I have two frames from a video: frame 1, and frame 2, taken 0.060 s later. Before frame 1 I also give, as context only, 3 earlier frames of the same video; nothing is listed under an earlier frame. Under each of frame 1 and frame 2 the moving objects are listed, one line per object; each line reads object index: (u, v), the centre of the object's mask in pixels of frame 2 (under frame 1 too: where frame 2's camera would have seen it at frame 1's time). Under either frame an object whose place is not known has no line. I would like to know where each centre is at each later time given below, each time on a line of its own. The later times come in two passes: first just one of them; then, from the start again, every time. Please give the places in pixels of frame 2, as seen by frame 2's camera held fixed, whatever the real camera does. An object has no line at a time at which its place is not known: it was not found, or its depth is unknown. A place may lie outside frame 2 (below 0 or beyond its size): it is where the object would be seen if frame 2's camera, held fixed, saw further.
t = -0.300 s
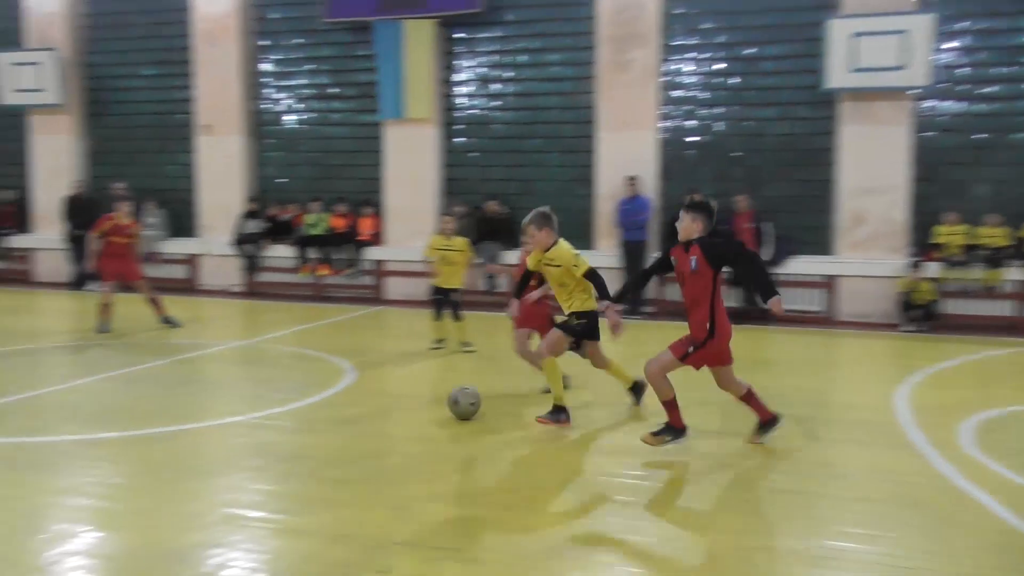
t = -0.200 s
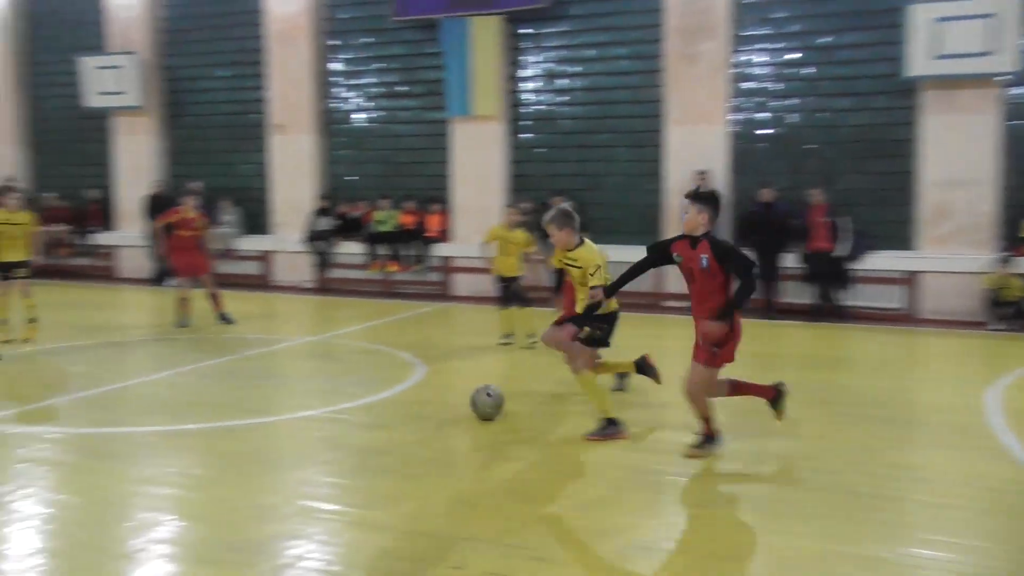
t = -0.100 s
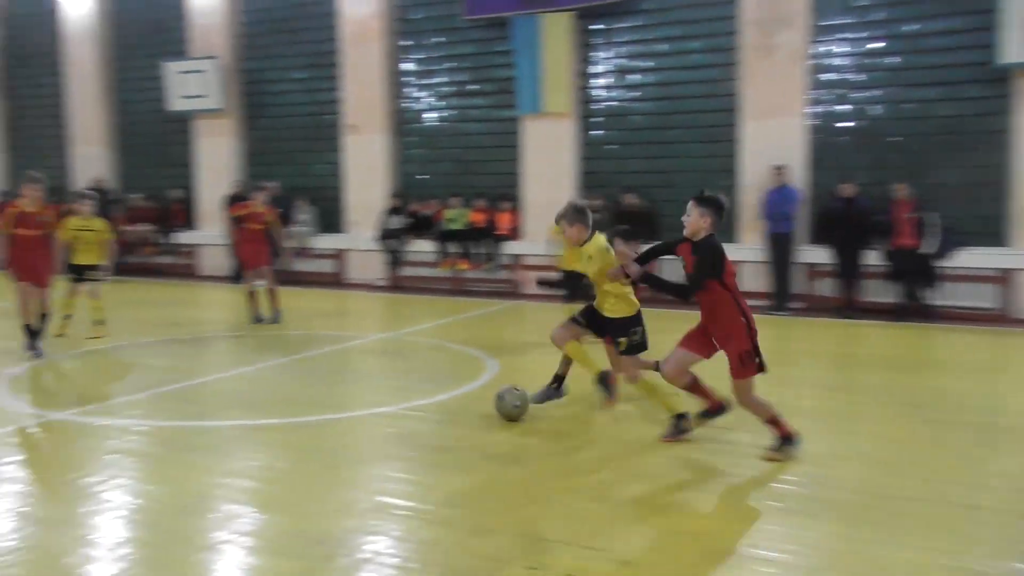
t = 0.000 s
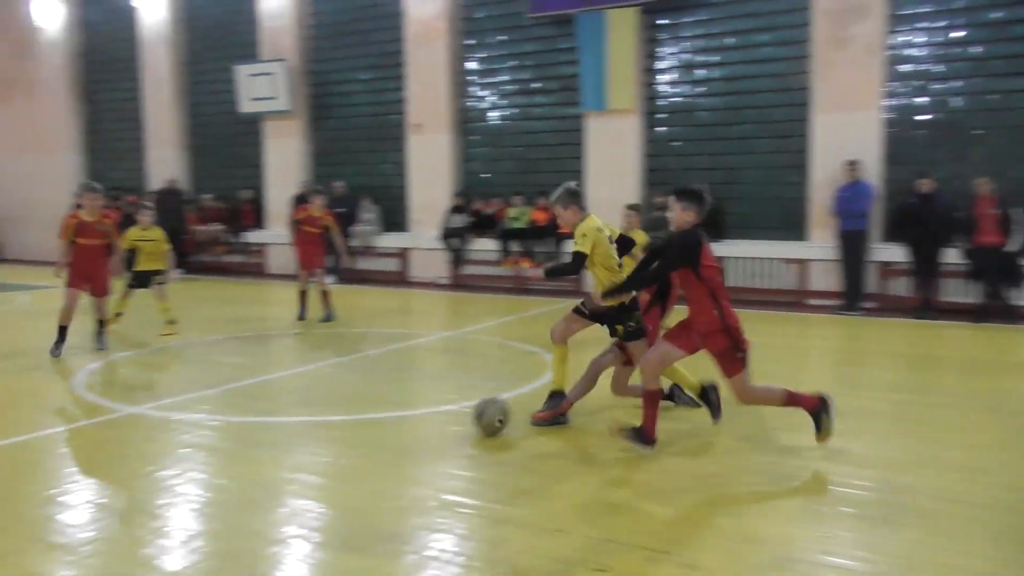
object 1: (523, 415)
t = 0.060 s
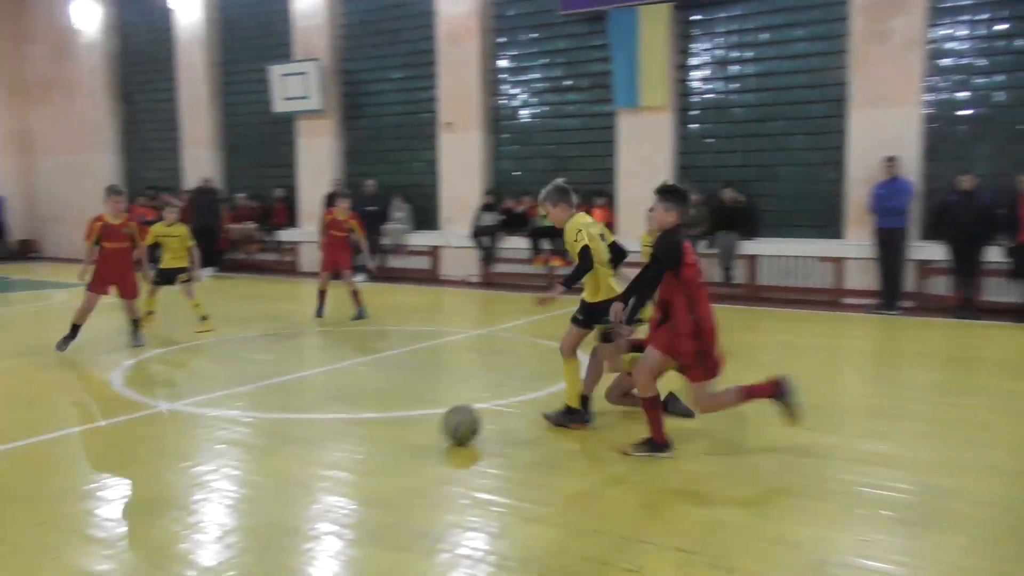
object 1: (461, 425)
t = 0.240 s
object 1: (265, 458)
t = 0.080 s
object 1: (440, 429)
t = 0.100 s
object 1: (420, 433)
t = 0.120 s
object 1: (398, 437)
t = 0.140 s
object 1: (376, 441)
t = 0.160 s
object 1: (354, 444)
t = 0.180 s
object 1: (331, 448)
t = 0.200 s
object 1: (308, 451)
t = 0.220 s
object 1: (286, 454)
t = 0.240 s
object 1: (265, 458)
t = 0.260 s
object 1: (241, 461)
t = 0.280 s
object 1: (217, 465)
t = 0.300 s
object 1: (192, 469)
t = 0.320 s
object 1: (165, 474)
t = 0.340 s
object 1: (143, 477)
